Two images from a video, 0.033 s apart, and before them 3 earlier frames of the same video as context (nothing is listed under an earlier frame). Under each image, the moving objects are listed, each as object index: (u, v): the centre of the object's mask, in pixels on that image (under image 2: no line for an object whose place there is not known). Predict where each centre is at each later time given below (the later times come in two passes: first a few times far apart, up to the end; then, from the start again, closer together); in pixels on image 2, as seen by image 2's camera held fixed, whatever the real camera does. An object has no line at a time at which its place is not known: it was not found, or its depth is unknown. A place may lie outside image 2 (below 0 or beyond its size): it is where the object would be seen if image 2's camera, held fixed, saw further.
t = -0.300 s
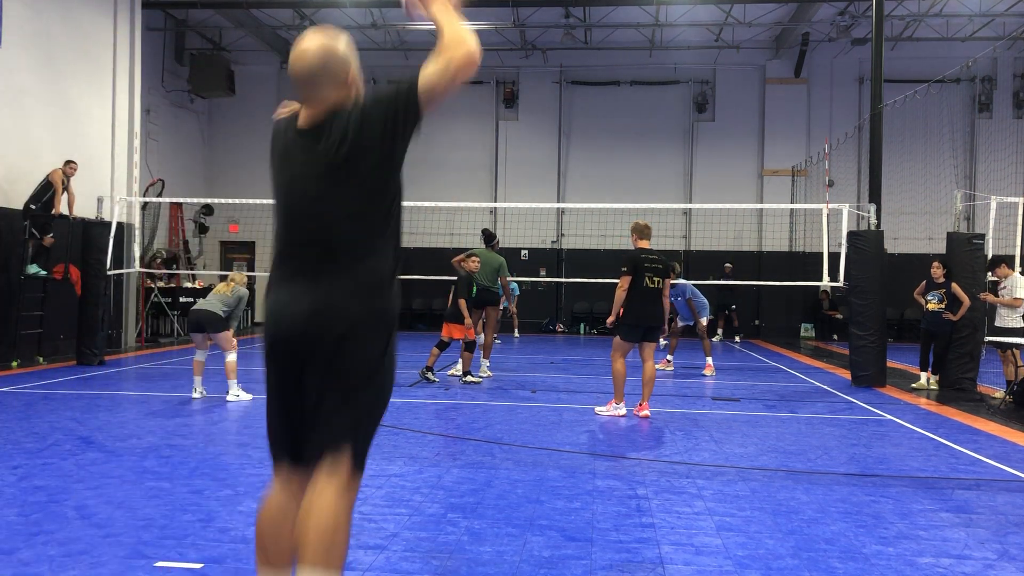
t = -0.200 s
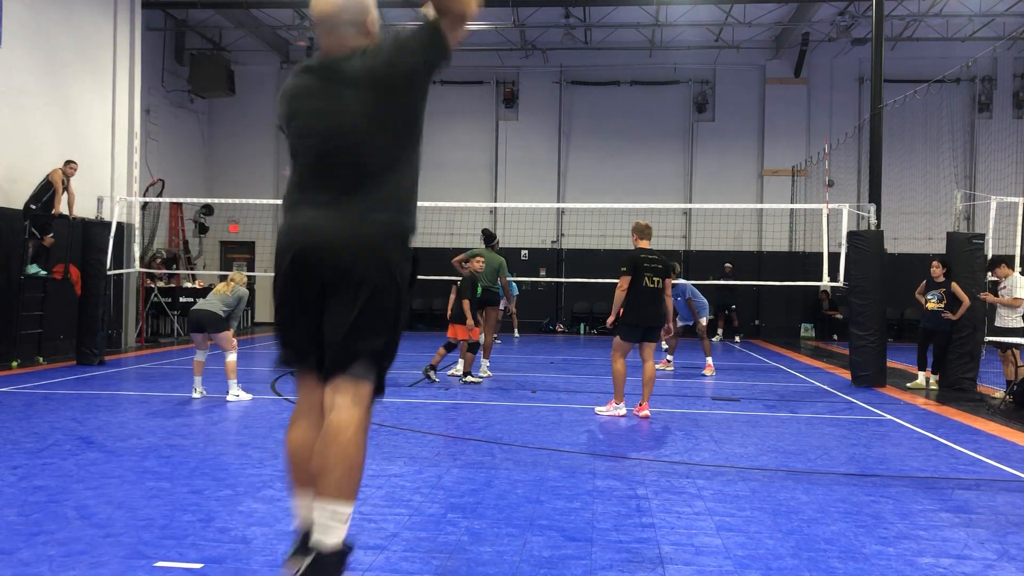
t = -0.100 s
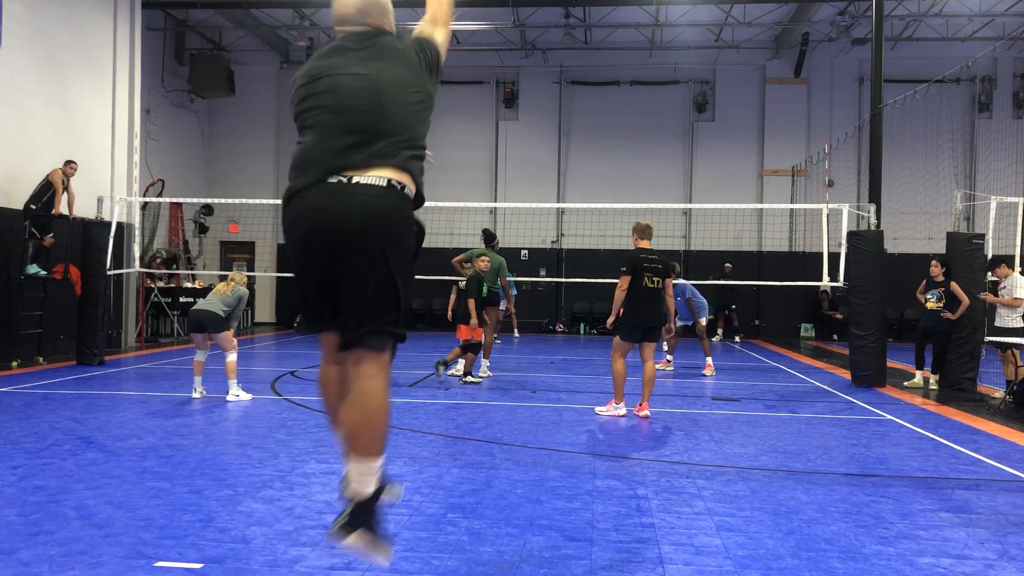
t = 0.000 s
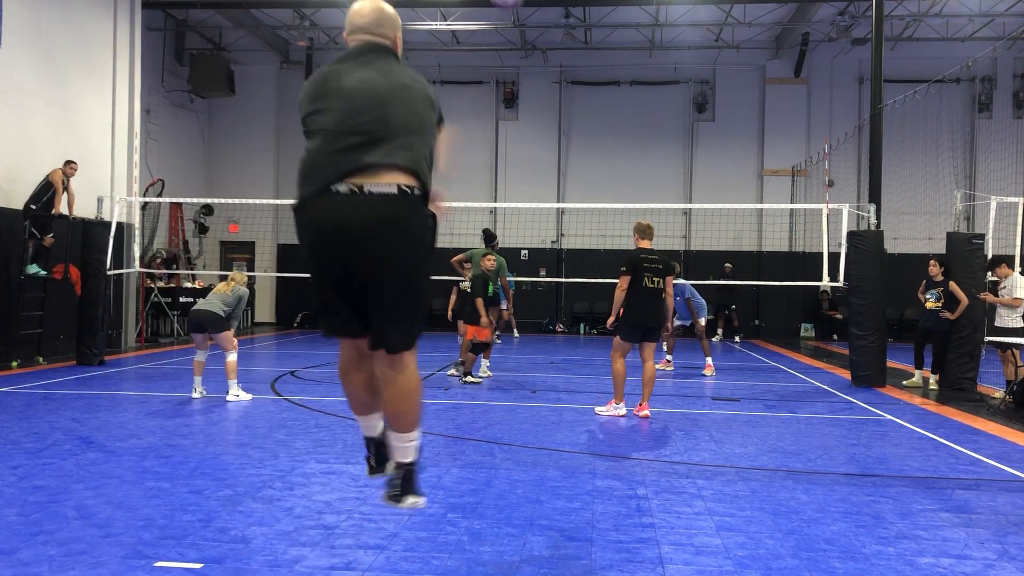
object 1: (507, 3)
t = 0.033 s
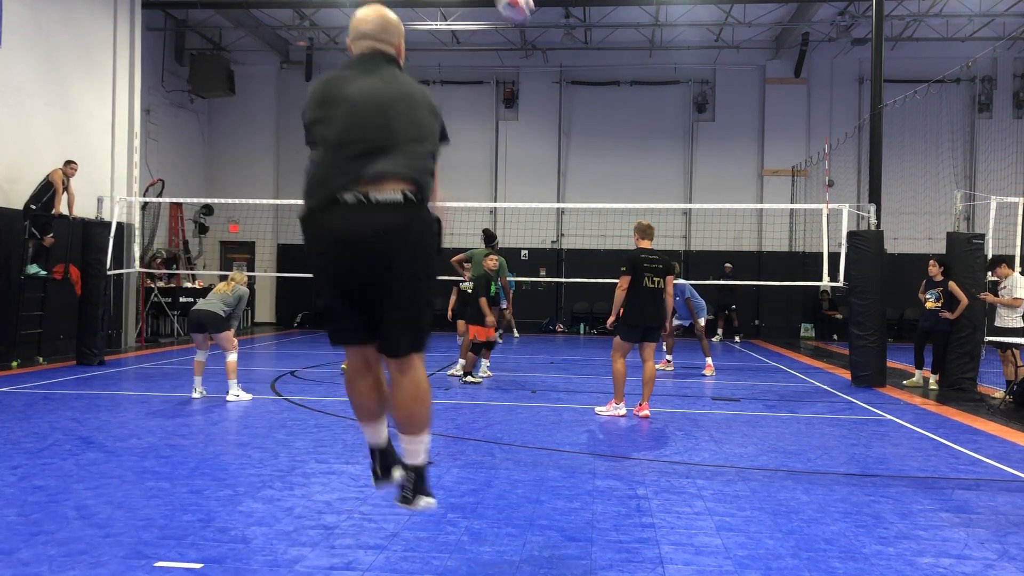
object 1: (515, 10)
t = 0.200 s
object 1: (540, 69)
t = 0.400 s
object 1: (544, 138)
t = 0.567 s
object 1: (543, 193)
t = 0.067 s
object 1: (522, 18)
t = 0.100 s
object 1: (528, 32)
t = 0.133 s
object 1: (533, 46)
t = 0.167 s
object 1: (536, 58)
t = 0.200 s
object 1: (540, 69)
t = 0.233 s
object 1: (542, 82)
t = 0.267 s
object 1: (543, 93)
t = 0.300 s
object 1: (544, 105)
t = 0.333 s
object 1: (544, 116)
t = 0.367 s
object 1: (545, 127)
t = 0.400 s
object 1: (544, 138)
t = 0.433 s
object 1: (544, 150)
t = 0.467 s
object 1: (545, 161)
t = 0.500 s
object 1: (544, 171)
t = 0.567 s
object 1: (543, 193)
